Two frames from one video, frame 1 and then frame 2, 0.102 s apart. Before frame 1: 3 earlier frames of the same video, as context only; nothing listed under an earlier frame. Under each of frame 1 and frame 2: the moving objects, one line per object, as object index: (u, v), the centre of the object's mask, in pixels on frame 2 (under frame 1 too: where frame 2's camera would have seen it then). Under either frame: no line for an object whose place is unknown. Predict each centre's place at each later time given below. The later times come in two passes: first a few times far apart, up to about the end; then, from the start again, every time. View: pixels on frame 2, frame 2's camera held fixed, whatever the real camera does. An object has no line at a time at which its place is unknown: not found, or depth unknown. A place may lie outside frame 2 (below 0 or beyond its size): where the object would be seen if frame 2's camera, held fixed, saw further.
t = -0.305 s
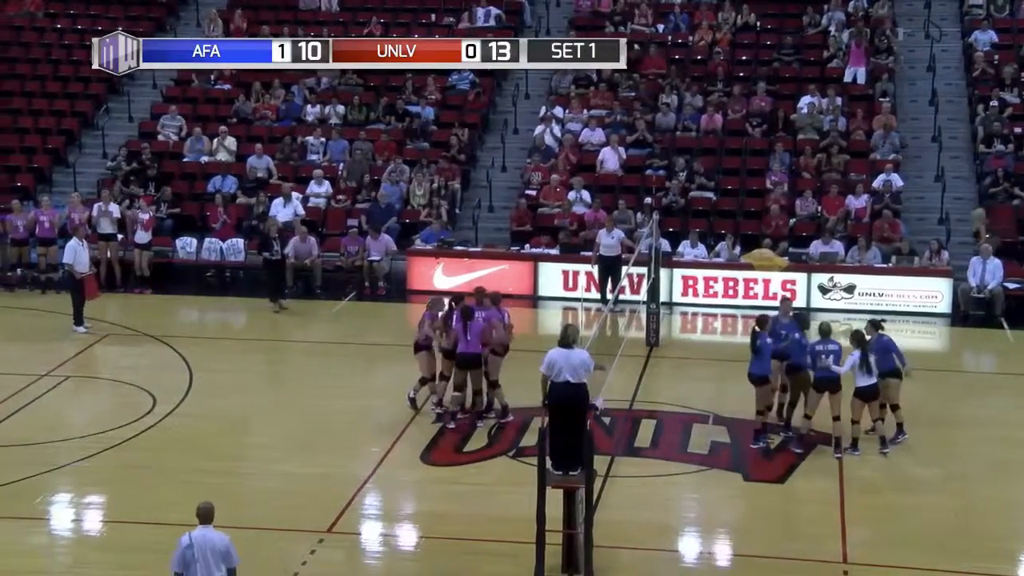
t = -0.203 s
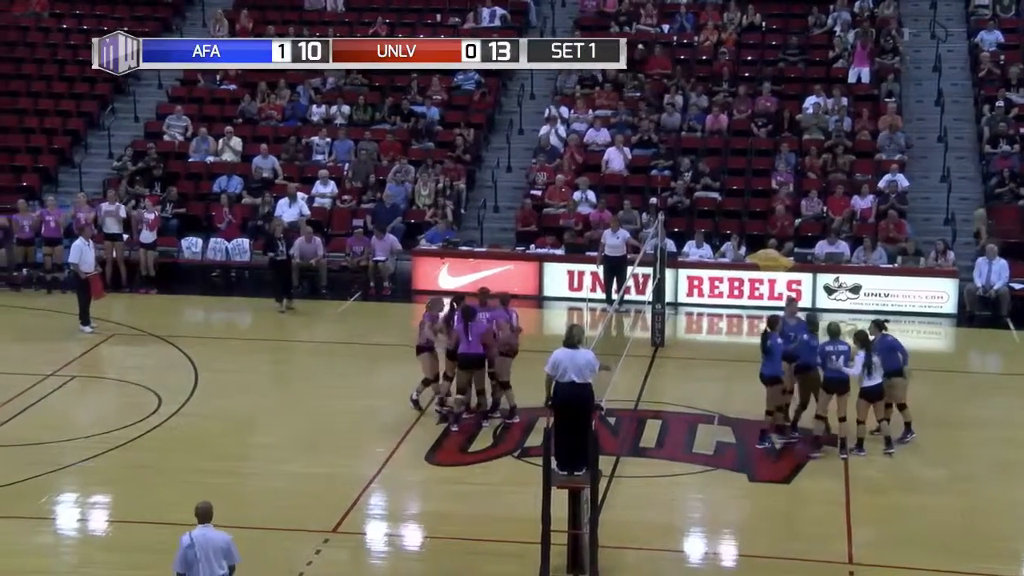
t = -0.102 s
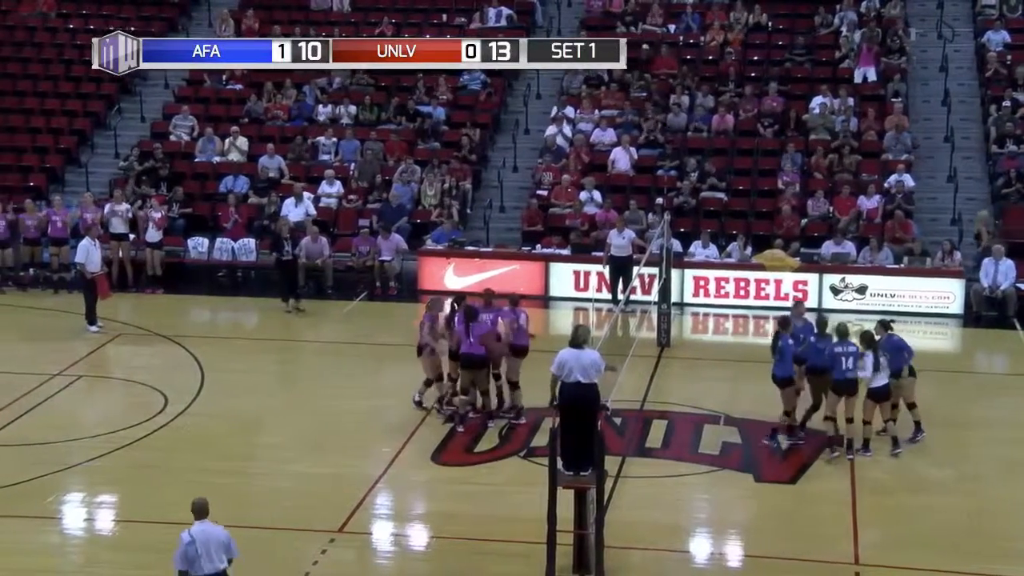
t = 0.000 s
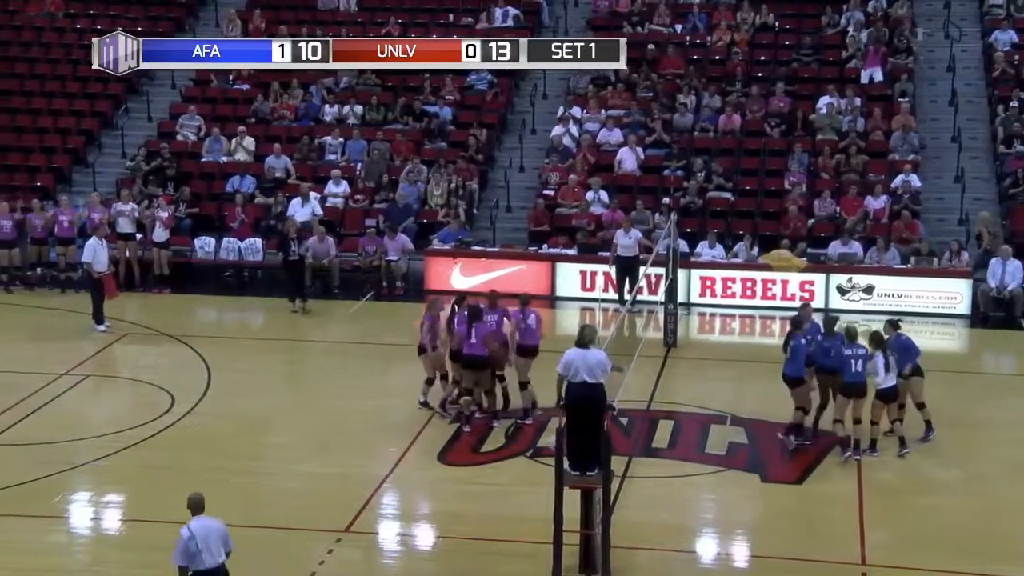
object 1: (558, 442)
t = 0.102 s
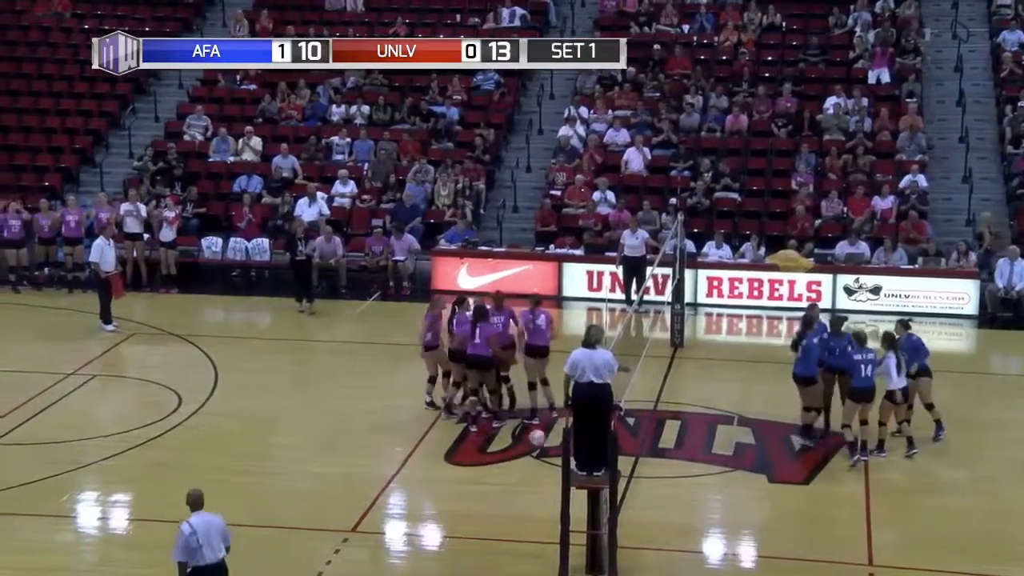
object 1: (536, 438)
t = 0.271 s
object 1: (501, 443)
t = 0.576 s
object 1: (418, 469)
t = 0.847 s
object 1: (358, 488)
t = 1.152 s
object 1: (287, 509)
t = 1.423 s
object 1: (223, 528)
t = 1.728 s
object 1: (148, 543)
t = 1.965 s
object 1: (88, 558)
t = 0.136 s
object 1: (529, 437)
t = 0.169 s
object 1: (521, 437)
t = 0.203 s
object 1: (515, 440)
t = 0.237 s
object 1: (508, 442)
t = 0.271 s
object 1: (501, 443)
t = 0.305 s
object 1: (491, 449)
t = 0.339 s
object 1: (484, 453)
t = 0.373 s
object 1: (476, 459)
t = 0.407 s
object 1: (469, 465)
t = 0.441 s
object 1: (454, 468)
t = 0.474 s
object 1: (441, 466)
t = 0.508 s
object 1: (433, 467)
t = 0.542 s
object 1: (425, 466)
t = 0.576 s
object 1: (418, 469)
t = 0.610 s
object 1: (409, 470)
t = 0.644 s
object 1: (400, 474)
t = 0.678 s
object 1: (396, 477)
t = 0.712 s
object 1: (388, 483)
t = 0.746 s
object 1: (379, 490)
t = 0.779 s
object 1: (373, 492)
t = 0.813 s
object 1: (368, 491)
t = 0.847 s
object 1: (358, 488)
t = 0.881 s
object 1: (350, 488)
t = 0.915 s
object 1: (342, 488)
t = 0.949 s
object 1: (334, 491)
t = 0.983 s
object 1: (326, 493)
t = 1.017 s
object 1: (318, 497)
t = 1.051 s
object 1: (310, 501)
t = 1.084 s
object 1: (303, 509)
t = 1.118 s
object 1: (295, 510)
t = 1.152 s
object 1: (287, 509)
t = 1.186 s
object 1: (281, 509)
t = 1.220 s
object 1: (274, 509)
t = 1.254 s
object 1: (263, 508)
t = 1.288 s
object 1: (255, 509)
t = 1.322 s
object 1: (248, 512)
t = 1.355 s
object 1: (238, 516)
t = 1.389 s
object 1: (230, 523)
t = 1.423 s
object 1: (223, 528)
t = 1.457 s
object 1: (214, 528)
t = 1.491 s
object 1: (208, 529)
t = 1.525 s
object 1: (200, 530)
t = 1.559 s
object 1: (191, 530)
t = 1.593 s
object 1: (182, 534)
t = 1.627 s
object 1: (173, 539)
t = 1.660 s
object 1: (165, 542)
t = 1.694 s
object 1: (156, 542)
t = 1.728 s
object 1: (148, 543)
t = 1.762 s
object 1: (140, 545)
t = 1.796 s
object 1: (131, 547)
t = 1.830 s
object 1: (121, 549)
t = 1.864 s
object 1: (114, 552)
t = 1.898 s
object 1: (106, 555)
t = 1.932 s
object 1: (96, 556)
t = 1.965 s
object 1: (88, 558)
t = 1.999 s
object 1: (78, 561)
